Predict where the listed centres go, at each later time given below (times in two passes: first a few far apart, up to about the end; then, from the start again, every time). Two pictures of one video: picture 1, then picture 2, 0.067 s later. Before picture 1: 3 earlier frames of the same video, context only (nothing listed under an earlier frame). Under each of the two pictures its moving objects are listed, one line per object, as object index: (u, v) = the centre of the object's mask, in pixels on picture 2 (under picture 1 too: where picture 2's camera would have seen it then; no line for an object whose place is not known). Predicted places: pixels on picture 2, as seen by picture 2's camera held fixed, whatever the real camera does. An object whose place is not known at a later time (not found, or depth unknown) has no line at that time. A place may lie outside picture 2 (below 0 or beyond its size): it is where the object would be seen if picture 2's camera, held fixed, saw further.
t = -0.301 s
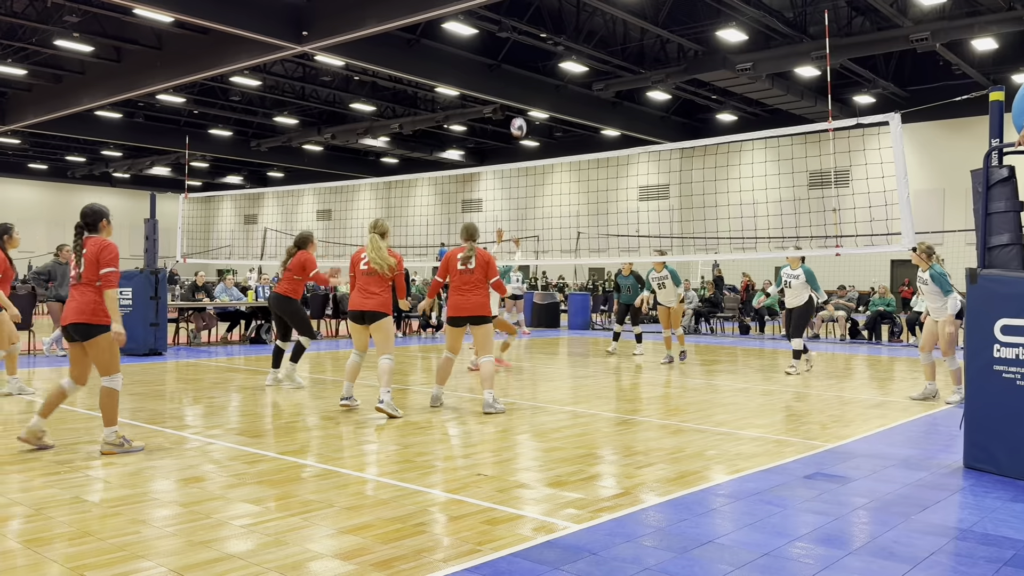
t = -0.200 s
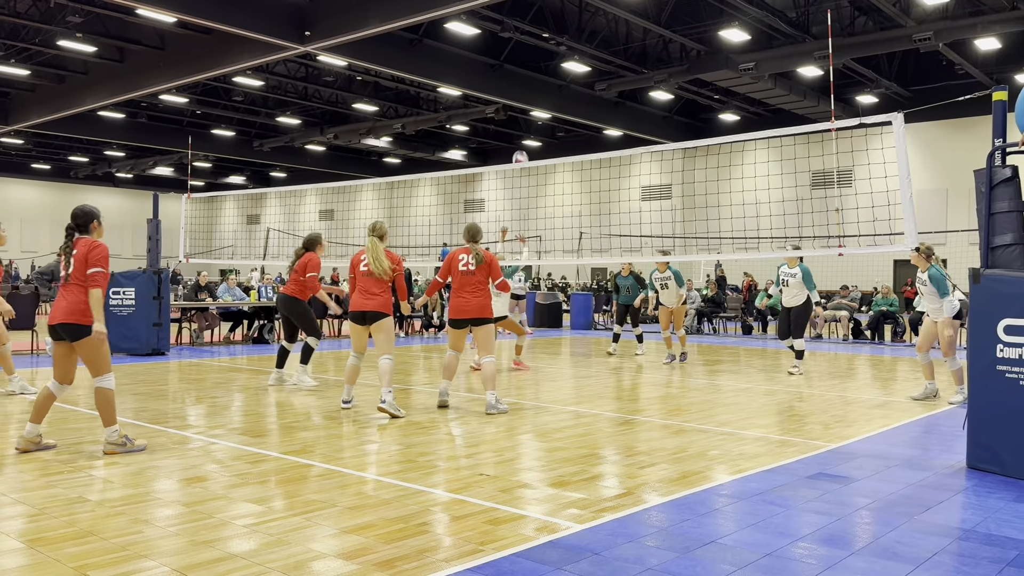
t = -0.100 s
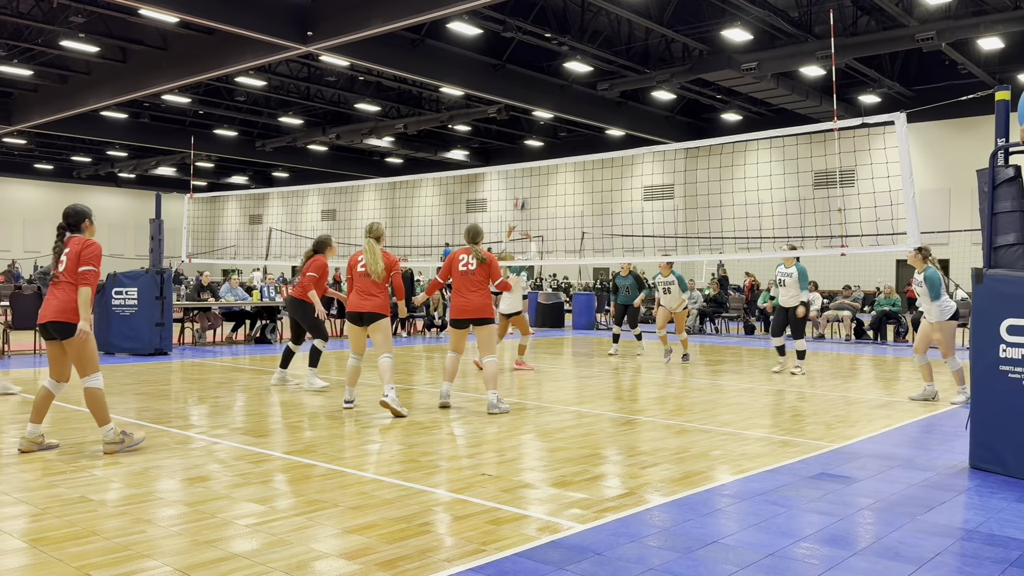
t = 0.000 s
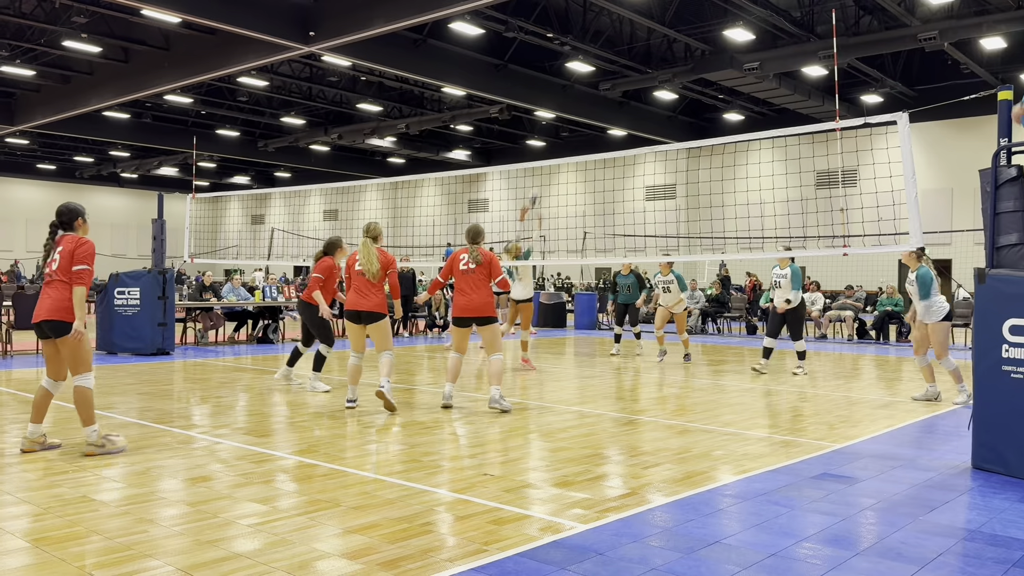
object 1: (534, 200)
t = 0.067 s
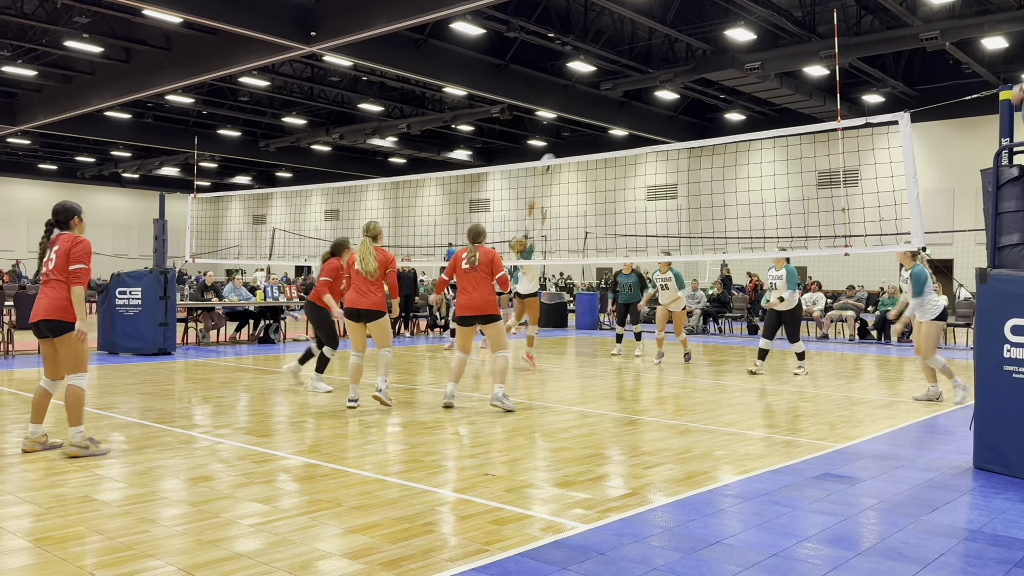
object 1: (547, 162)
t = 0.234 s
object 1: (581, 93)
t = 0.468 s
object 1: (632, 29)
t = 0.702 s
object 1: (685, 10)
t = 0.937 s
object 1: (741, 38)
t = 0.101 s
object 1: (554, 148)
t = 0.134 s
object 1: (560, 134)
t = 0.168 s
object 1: (567, 119)
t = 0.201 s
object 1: (574, 105)
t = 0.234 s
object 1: (581, 93)
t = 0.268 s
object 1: (588, 81)
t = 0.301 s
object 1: (596, 70)
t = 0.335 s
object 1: (603, 60)
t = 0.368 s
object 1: (610, 51)
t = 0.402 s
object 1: (617, 43)
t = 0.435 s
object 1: (624, 35)
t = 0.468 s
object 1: (632, 29)
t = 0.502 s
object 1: (639, 23)
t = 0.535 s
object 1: (647, 18)
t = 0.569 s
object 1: (654, 14)
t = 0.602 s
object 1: (662, 11)
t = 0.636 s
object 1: (670, 10)
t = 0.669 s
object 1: (678, 9)
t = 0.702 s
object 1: (685, 10)
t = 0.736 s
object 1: (694, 10)
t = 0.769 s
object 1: (702, 12)
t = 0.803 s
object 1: (710, 15)
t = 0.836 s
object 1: (718, 19)
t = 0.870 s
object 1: (725, 24)
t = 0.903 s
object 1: (733, 30)
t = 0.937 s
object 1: (741, 38)
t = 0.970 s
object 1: (751, 48)
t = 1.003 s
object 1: (758, 56)
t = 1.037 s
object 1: (767, 67)
